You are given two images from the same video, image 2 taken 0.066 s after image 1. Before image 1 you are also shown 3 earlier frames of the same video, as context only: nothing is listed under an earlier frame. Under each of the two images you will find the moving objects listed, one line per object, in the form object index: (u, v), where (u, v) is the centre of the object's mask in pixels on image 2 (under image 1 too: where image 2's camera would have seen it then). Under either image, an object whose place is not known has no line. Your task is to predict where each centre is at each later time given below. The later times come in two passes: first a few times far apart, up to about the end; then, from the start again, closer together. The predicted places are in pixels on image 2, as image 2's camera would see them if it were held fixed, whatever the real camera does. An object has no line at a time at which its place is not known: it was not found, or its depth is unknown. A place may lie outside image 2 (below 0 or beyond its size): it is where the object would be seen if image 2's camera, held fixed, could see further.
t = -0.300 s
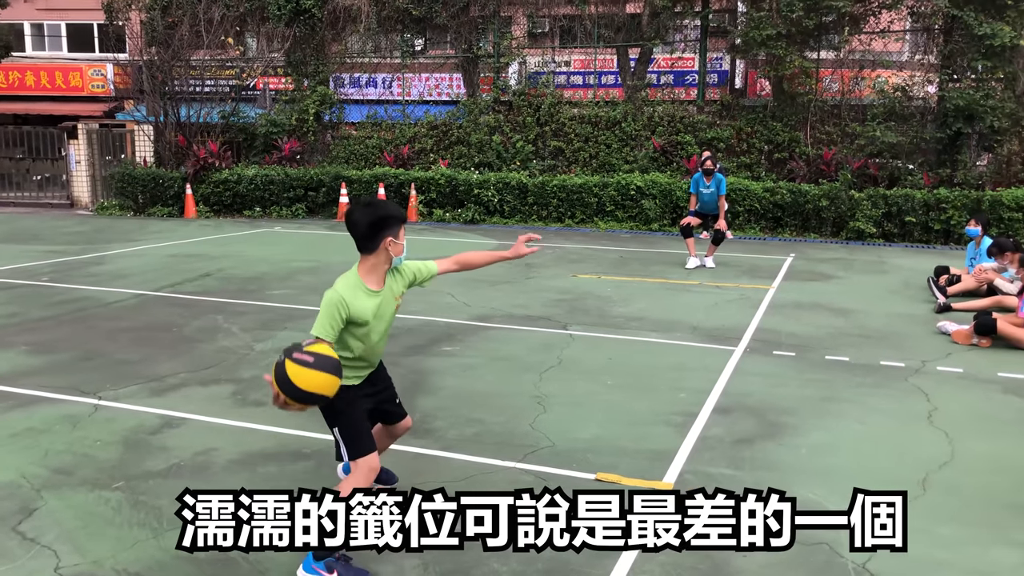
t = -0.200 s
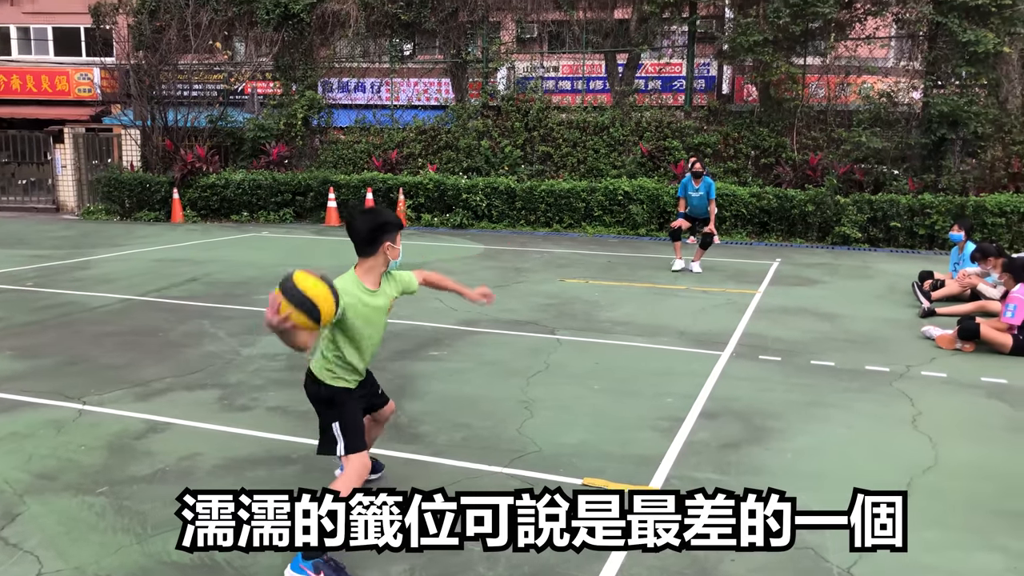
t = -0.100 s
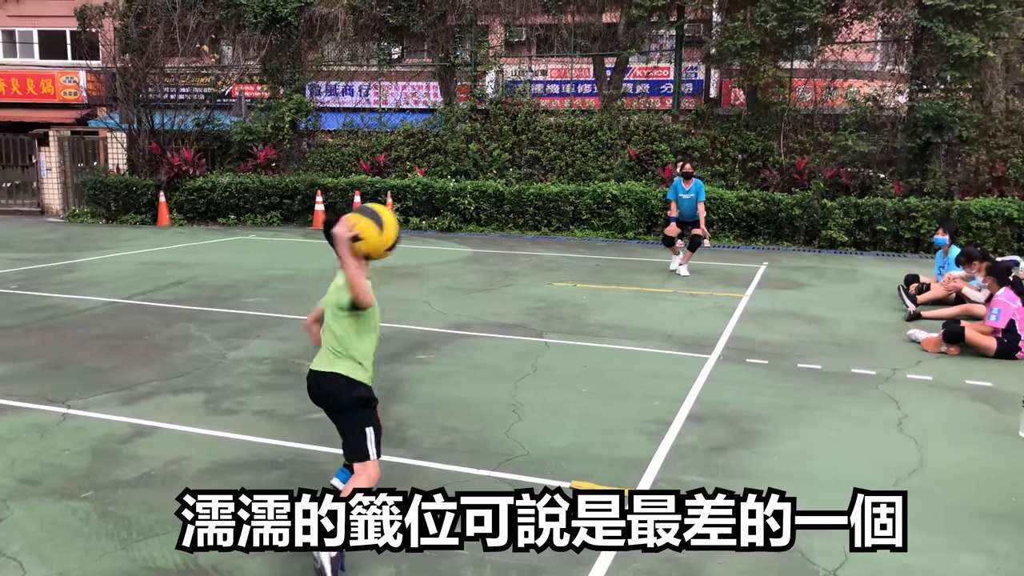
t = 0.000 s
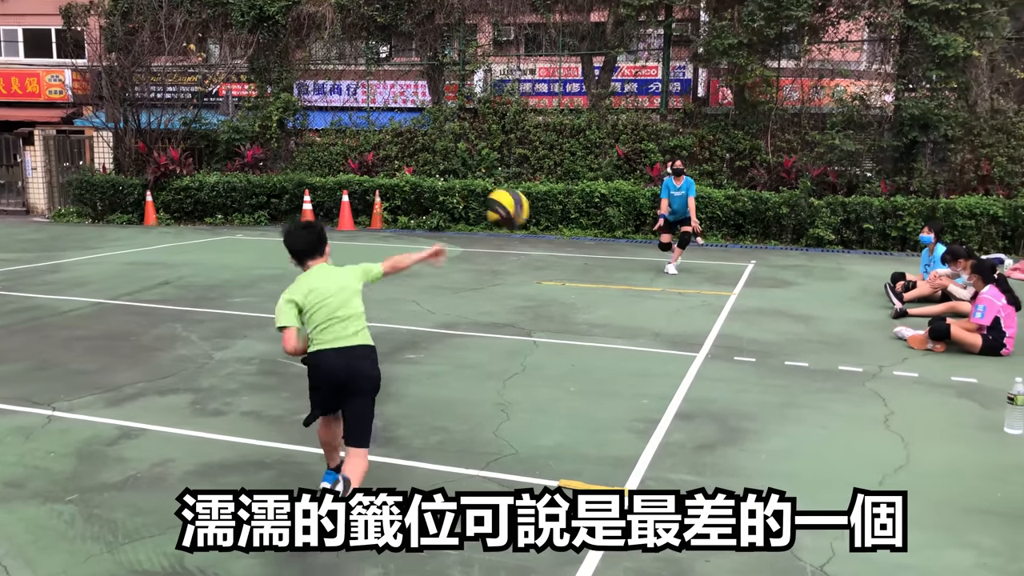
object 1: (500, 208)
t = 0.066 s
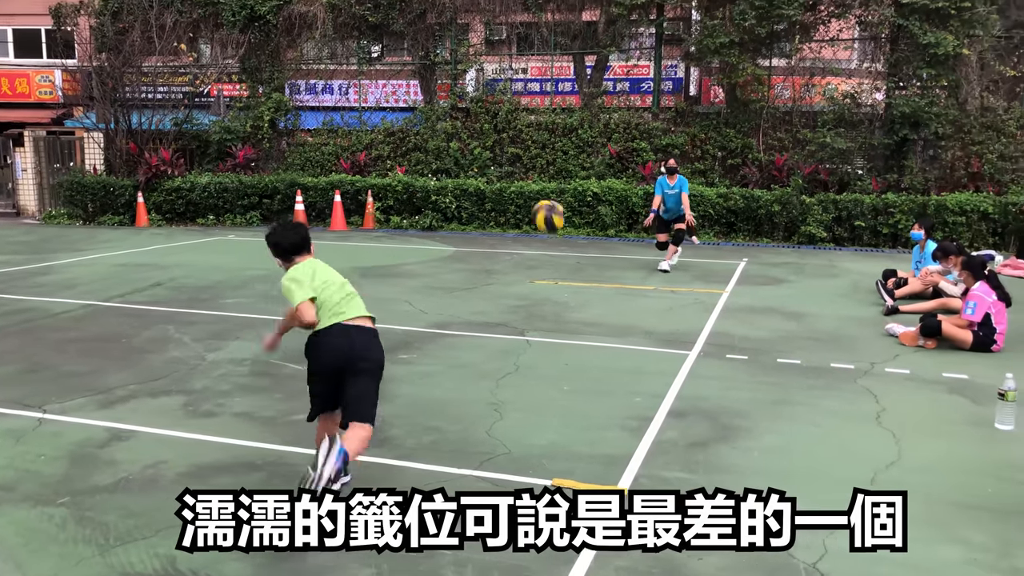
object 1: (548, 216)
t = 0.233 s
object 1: (611, 234)
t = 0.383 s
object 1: (641, 247)
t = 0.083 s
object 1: (557, 218)
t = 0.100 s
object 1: (565, 220)
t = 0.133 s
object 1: (580, 223)
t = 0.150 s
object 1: (585, 225)
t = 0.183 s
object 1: (597, 228)
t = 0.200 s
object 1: (602, 230)
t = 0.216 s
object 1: (607, 231)
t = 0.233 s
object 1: (611, 234)
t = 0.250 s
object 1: (615, 234)
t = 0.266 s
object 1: (619, 236)
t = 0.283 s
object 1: (623, 237)
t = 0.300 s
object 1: (626, 239)
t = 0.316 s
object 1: (629, 241)
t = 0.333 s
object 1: (632, 242)
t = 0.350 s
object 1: (635, 244)
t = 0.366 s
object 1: (638, 246)
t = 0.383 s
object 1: (641, 247)
